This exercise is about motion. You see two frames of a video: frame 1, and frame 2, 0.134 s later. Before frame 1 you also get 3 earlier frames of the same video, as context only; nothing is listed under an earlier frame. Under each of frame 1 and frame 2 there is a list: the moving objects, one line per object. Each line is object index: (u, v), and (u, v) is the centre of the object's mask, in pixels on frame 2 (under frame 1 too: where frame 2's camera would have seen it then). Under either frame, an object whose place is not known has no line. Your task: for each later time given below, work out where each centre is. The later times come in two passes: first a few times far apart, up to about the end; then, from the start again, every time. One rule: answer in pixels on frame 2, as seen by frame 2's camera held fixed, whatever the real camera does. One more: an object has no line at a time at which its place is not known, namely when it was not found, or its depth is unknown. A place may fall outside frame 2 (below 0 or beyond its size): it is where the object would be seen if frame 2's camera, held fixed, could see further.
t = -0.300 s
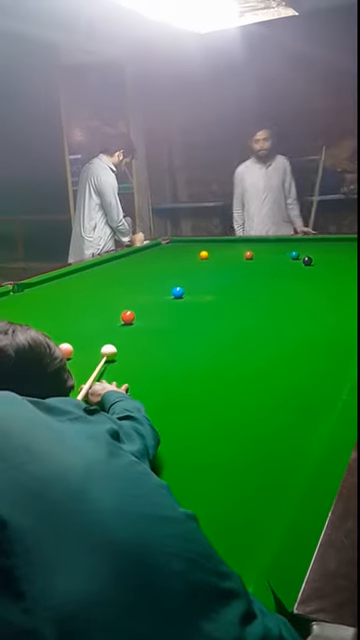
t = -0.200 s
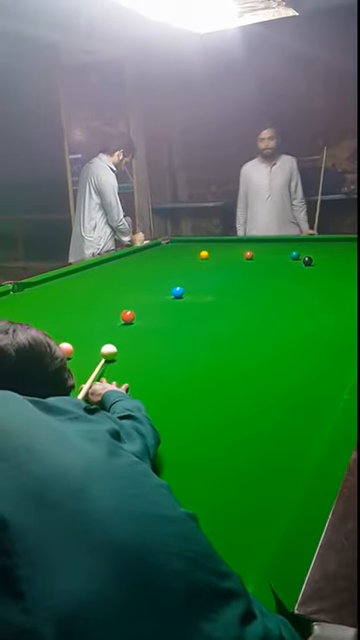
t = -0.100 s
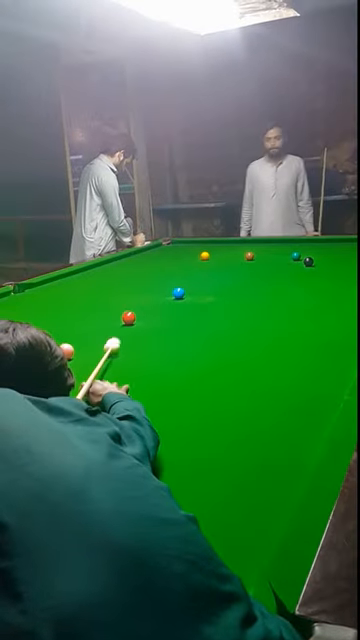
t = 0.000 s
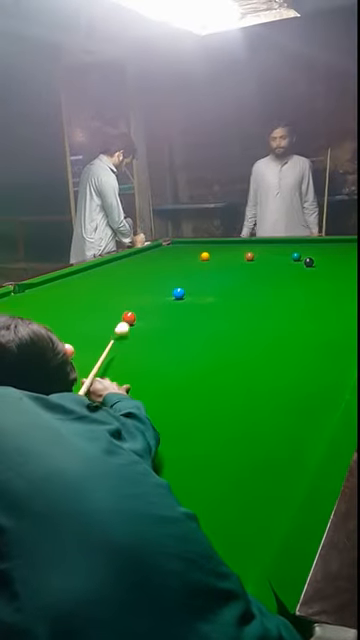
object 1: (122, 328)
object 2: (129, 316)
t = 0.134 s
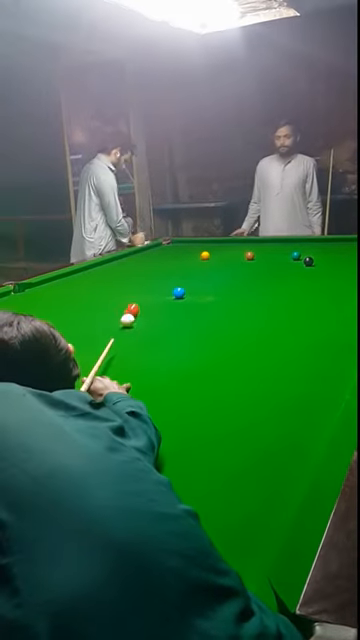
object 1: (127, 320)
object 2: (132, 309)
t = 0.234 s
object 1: (128, 318)
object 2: (136, 302)
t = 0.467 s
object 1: (133, 311)
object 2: (143, 288)
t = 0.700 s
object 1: (136, 305)
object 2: (149, 277)
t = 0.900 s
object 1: (139, 300)
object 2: (152, 270)
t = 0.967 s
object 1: (140, 299)
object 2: (154, 268)
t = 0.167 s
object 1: (128, 319)
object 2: (134, 306)
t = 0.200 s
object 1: (128, 319)
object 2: (135, 304)
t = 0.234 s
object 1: (128, 318)
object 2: (136, 302)
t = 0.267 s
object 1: (130, 316)
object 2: (137, 300)
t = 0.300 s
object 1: (130, 316)
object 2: (139, 297)
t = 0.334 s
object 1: (131, 315)
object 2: (139, 295)
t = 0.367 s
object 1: (131, 314)
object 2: (140, 293)
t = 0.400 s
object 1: (132, 313)
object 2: (142, 292)
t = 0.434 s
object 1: (132, 312)
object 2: (142, 290)
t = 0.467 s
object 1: (133, 311)
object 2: (143, 288)
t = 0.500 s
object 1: (133, 310)
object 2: (144, 287)
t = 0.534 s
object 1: (134, 309)
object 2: (145, 285)
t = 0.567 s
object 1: (135, 308)
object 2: (145, 283)
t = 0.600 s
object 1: (135, 307)
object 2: (146, 282)
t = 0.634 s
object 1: (135, 306)
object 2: (147, 280)
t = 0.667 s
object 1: (136, 305)
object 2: (148, 279)
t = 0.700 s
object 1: (136, 305)
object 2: (149, 277)
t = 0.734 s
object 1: (137, 304)
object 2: (149, 276)
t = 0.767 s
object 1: (137, 303)
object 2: (150, 275)
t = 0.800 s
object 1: (138, 302)
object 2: (151, 273)
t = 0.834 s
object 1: (138, 302)
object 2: (151, 272)
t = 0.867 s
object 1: (139, 301)
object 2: (152, 271)
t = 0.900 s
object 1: (139, 300)
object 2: (152, 270)
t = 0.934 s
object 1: (140, 299)
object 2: (153, 269)
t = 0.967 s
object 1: (140, 299)
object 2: (154, 268)
